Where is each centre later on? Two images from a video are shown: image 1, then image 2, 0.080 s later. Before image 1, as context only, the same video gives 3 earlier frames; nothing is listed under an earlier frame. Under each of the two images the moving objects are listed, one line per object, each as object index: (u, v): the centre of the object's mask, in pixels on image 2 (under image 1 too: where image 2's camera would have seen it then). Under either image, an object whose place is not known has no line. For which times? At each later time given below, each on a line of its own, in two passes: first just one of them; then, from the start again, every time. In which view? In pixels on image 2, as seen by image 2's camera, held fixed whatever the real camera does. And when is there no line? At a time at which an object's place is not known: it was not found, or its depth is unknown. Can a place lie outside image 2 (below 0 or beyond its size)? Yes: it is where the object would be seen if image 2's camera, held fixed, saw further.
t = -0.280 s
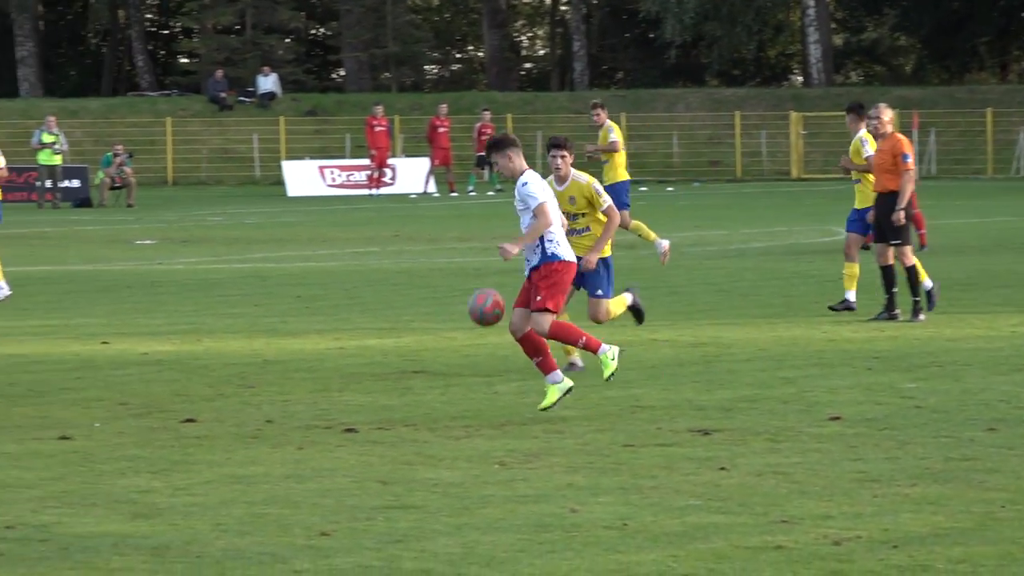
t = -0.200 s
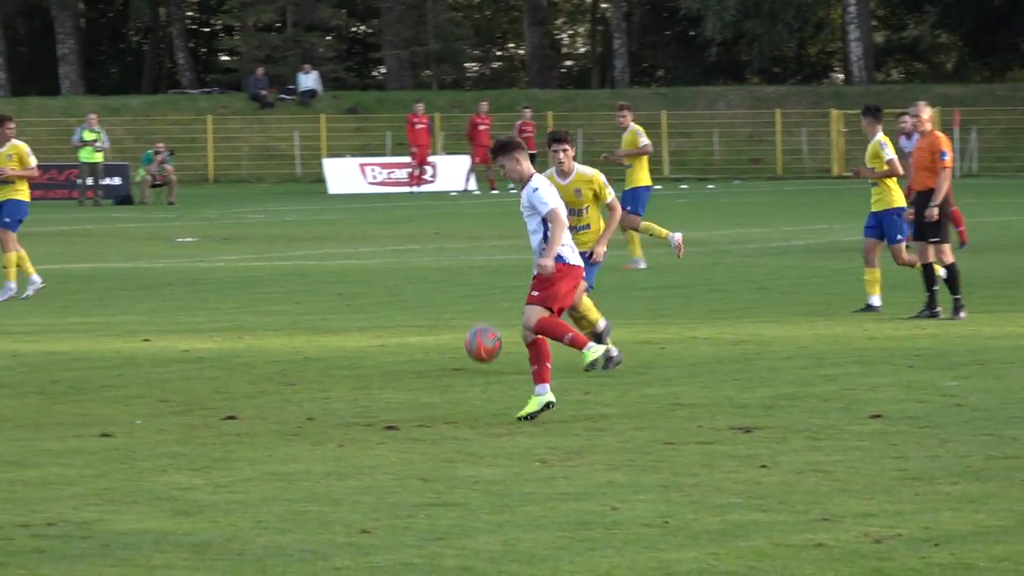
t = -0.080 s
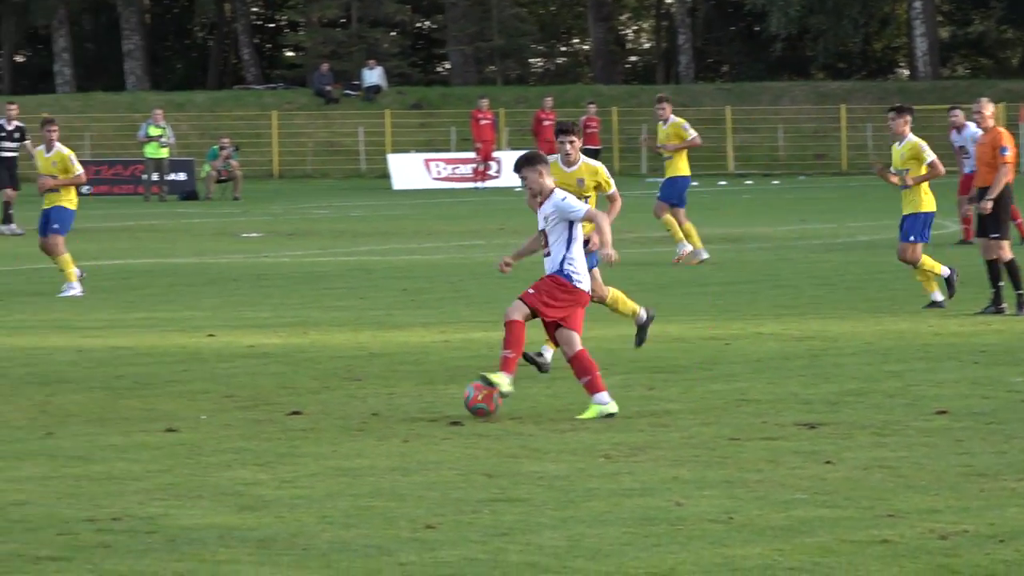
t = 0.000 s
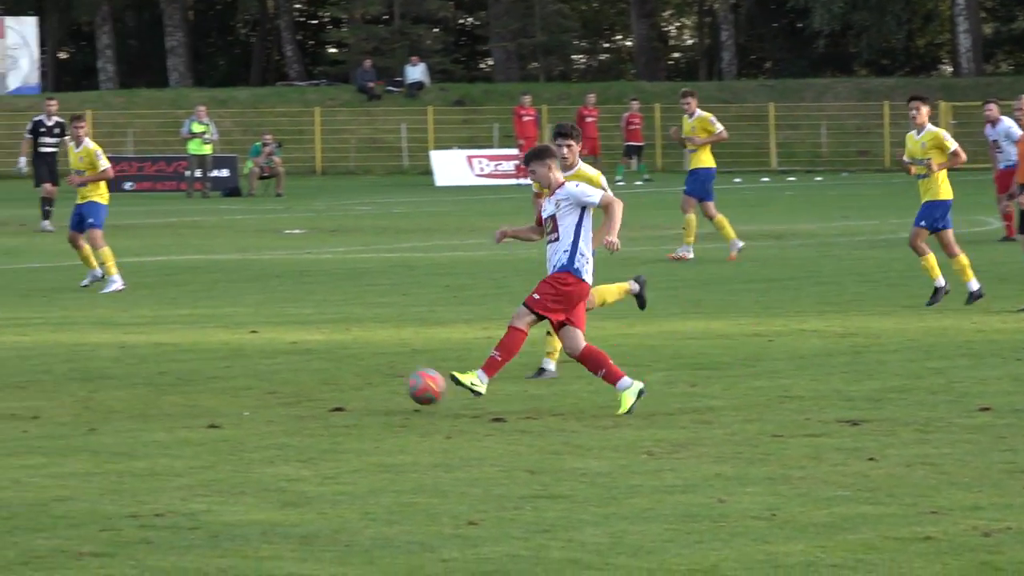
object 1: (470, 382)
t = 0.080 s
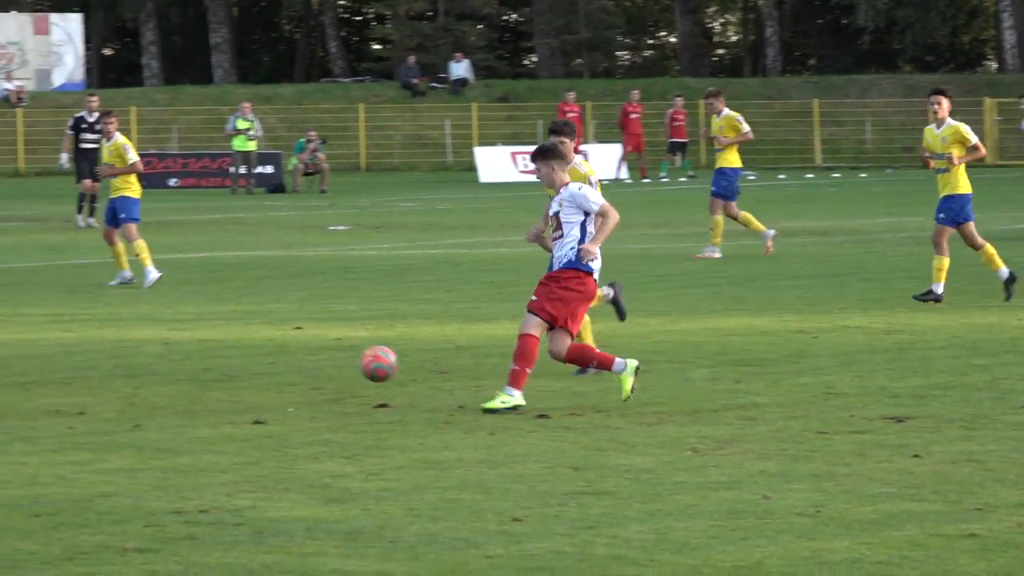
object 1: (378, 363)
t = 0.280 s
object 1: (160, 365)
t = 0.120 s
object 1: (334, 358)
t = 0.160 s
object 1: (289, 356)
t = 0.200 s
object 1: (245, 357)
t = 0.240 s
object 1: (202, 359)
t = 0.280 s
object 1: (160, 365)
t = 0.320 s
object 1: (119, 374)
